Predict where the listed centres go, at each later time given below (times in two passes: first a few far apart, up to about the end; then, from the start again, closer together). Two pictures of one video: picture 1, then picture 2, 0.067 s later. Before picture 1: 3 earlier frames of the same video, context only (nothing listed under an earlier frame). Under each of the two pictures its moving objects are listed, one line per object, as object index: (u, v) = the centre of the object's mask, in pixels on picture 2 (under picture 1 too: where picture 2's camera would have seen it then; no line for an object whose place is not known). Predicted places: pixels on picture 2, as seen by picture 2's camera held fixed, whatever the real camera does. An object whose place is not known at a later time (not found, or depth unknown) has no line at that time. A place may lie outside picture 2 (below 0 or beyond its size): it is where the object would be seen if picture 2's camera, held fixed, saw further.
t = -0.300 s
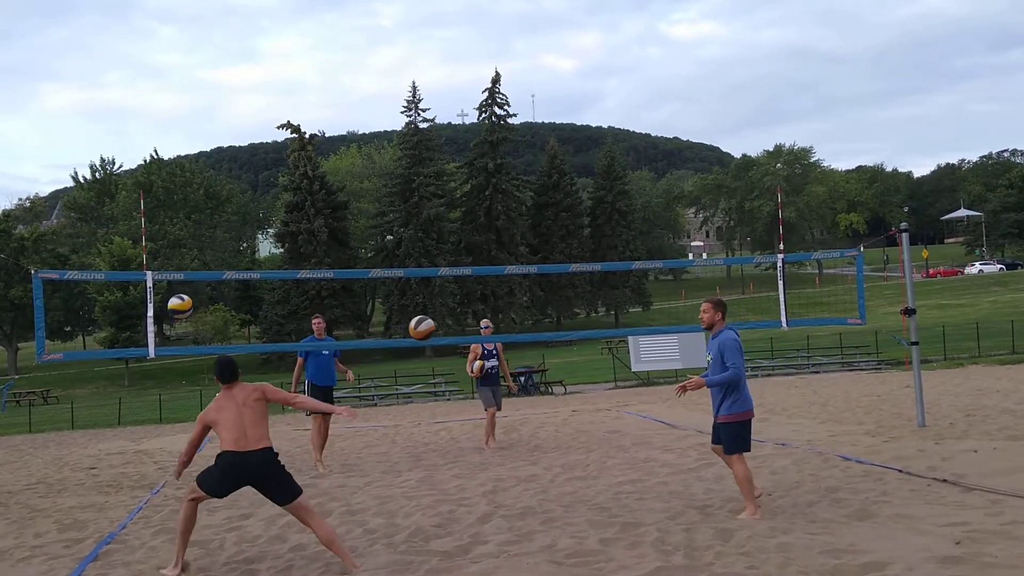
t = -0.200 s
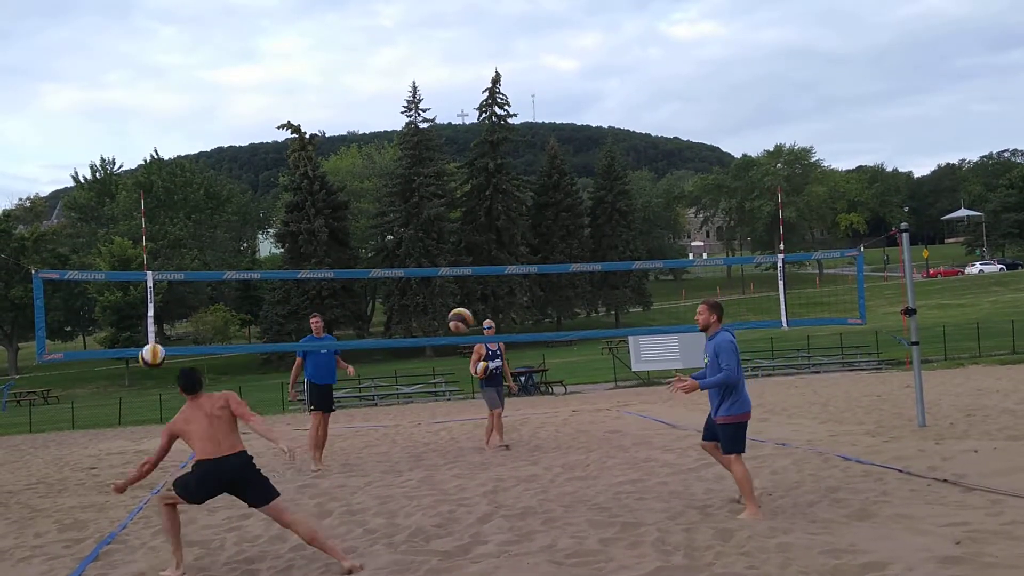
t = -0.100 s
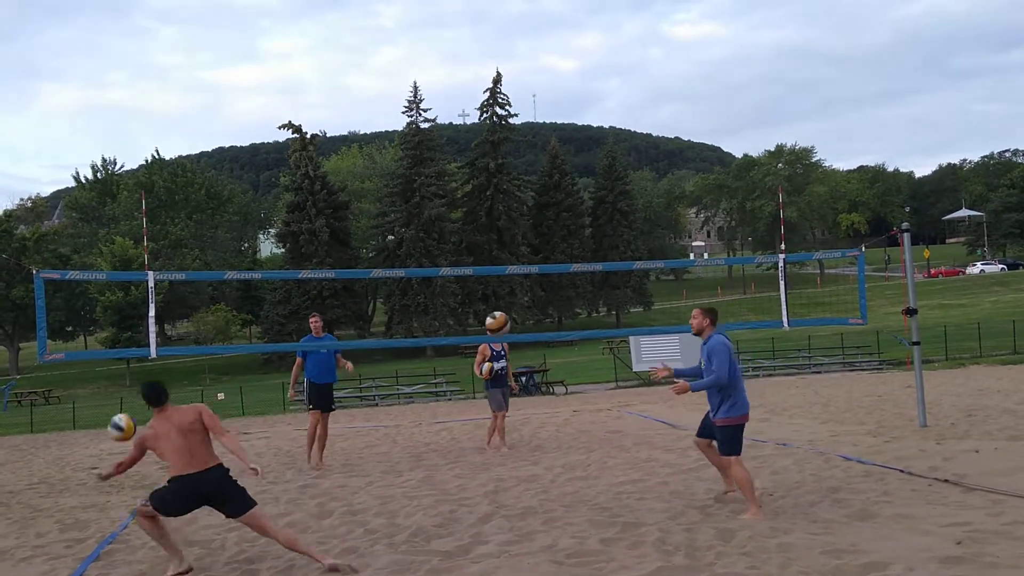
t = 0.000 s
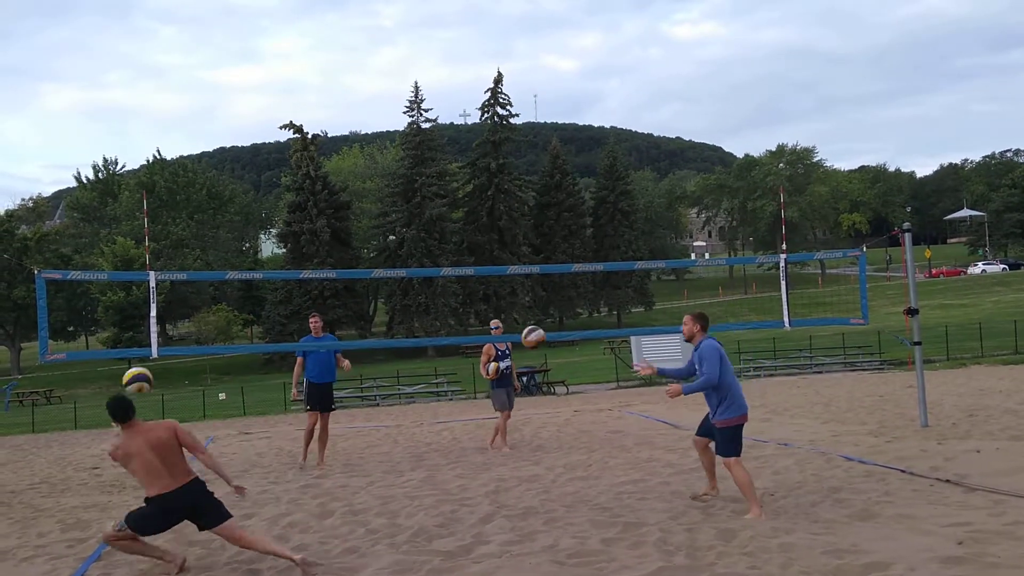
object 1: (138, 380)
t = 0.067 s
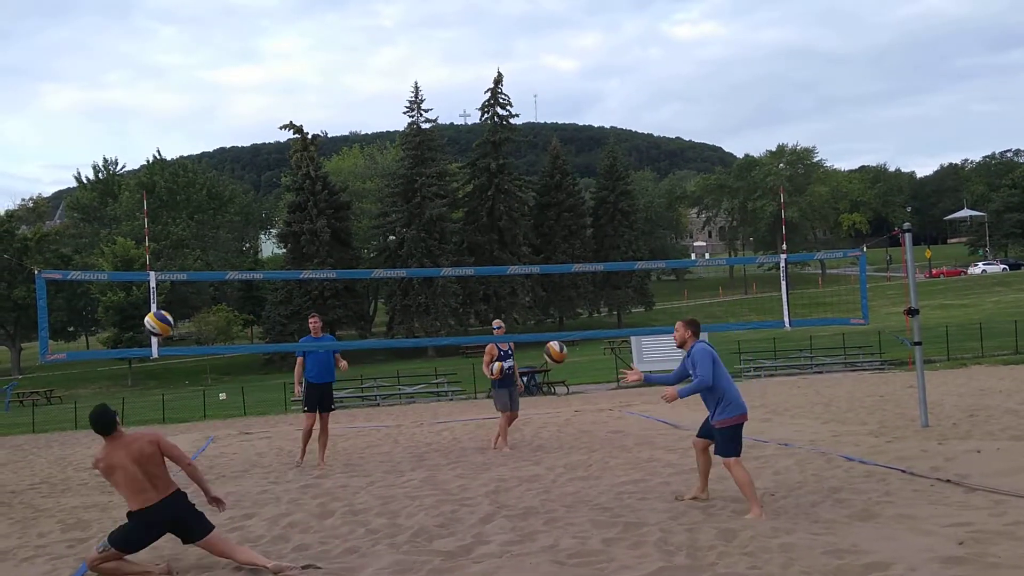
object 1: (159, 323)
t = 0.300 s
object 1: (231, 169)
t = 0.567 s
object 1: (317, 71)
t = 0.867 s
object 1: (422, 69)
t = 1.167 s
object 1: (537, 199)
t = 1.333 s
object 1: (605, 332)
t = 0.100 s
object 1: (169, 296)
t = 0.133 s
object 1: (179, 273)
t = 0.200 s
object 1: (200, 228)
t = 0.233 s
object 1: (210, 206)
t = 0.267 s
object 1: (220, 187)
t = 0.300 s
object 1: (231, 169)
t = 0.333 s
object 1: (241, 152)
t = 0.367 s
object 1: (253, 136)
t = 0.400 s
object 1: (262, 122)
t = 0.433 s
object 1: (273, 109)
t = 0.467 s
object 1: (284, 97)
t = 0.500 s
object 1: (295, 87)
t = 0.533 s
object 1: (306, 78)
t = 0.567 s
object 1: (317, 71)
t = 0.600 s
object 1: (328, 65)
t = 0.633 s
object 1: (339, 60)
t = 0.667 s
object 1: (351, 57)
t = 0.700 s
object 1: (362, 56)
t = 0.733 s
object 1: (374, 55)
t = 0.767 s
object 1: (386, 56)
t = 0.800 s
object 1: (398, 59)
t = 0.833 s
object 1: (410, 63)
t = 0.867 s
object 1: (422, 69)
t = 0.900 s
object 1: (434, 77)
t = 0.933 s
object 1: (447, 86)
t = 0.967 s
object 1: (460, 97)
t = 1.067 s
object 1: (498, 139)
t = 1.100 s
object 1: (511, 157)
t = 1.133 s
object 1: (524, 177)
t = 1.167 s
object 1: (537, 199)
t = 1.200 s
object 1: (551, 222)
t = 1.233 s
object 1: (564, 246)
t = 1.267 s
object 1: (578, 274)
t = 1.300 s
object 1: (591, 302)
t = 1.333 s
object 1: (605, 332)
